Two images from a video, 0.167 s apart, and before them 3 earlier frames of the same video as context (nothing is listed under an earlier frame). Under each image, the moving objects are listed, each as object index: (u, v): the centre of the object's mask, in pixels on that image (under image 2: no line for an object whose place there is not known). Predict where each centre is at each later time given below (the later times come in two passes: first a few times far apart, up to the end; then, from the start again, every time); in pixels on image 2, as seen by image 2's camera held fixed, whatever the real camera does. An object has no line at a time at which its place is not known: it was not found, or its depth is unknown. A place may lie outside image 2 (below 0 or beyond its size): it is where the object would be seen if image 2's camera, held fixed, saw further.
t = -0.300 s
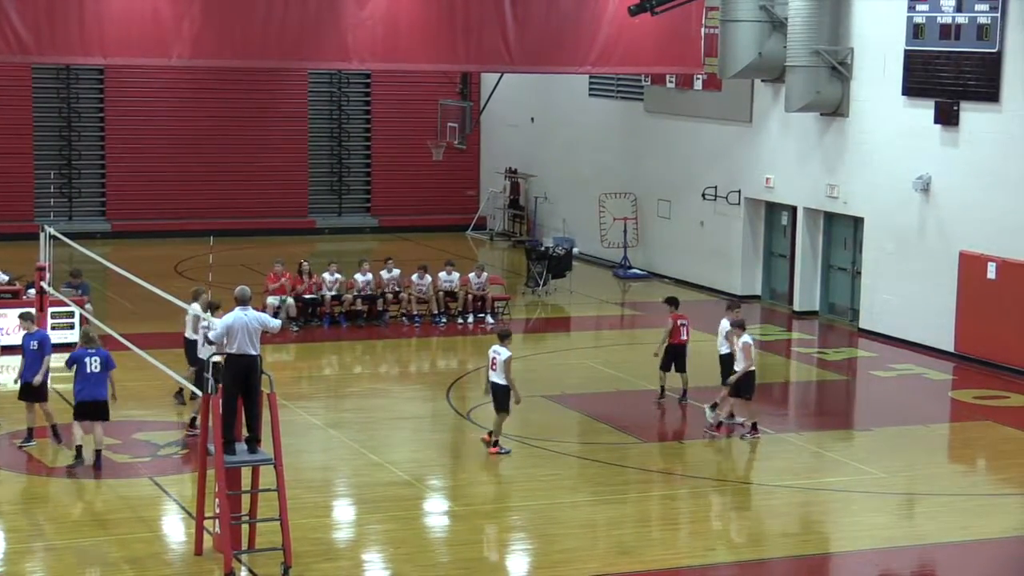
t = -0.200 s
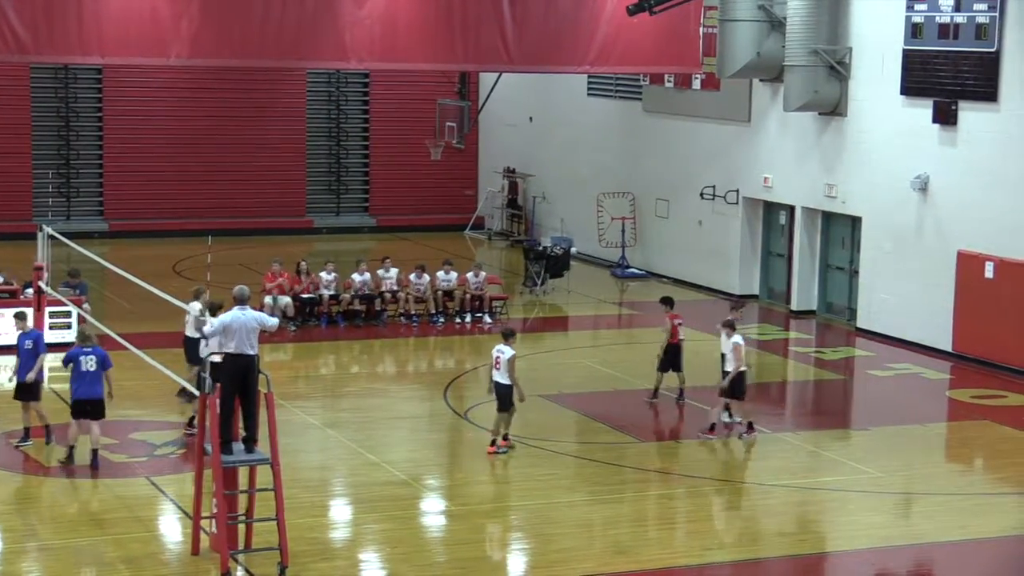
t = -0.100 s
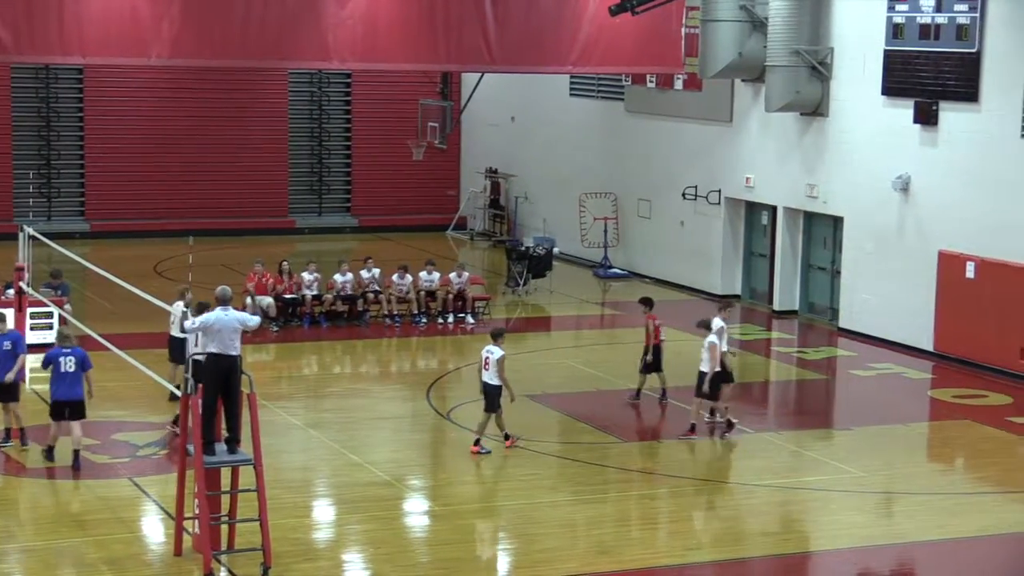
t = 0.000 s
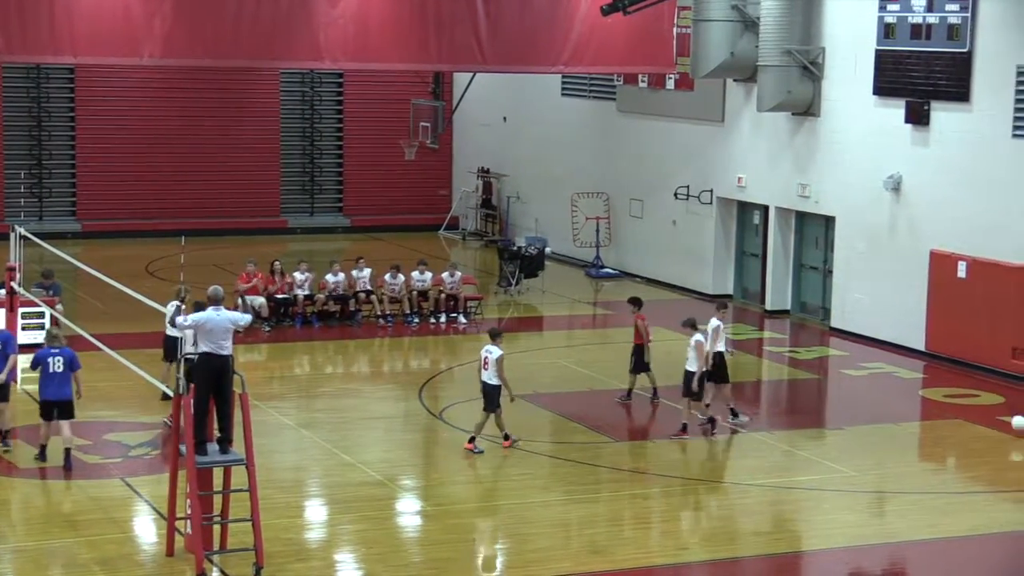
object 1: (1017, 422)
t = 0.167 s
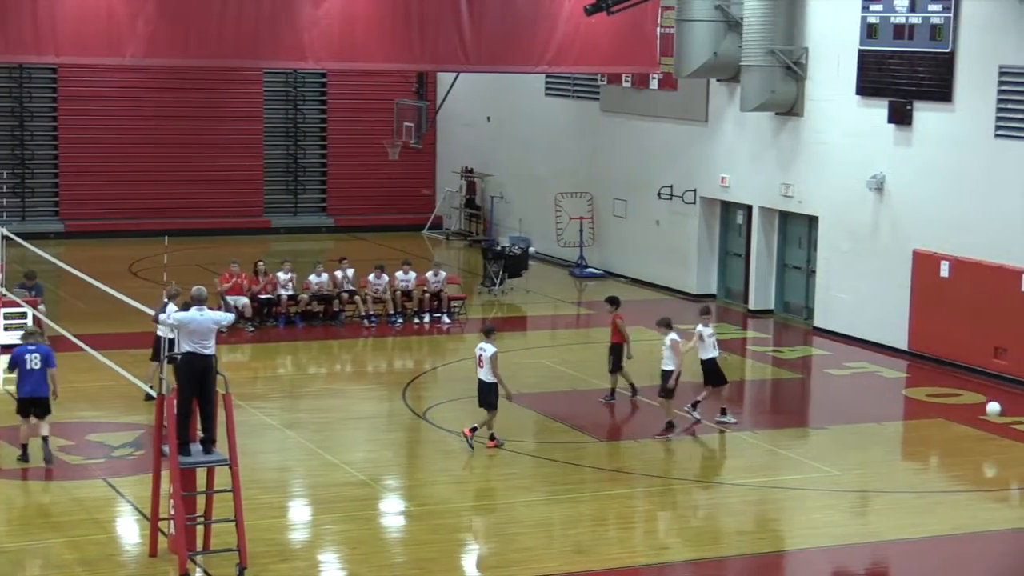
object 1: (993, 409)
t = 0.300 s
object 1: (986, 411)
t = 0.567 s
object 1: (971, 427)
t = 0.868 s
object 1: (954, 425)
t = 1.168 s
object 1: (937, 426)
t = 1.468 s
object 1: (921, 432)
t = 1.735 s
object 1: (906, 439)
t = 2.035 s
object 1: (889, 438)
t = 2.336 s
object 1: (874, 441)
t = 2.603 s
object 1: (860, 444)
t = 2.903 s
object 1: (845, 447)
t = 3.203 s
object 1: (830, 448)
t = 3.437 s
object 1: (818, 449)
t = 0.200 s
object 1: (991, 408)
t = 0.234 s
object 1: (989, 408)
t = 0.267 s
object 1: (988, 409)
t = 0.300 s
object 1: (986, 411)
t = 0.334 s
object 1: (984, 414)
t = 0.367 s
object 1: (983, 417)
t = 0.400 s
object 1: (980, 421)
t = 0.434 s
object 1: (978, 425)
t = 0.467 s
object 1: (976, 430)
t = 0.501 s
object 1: (975, 435)
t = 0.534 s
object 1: (973, 430)
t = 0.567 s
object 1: (971, 427)
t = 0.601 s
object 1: (969, 424)
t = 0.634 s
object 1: (967, 421)
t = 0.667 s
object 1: (965, 420)
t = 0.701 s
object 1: (964, 419)
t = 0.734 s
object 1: (962, 419)
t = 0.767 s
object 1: (960, 419)
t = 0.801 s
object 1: (958, 421)
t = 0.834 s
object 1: (956, 423)
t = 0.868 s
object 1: (954, 425)
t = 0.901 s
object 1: (952, 429)
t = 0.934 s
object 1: (950, 433)
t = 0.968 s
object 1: (948, 438)
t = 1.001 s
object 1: (946, 433)
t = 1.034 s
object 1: (944, 430)
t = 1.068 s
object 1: (943, 428)
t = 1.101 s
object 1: (941, 427)
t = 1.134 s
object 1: (939, 426)
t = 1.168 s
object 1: (937, 426)
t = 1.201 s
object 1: (935, 427)
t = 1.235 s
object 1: (933, 427)
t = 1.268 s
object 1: (931, 430)
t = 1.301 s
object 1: (930, 433)
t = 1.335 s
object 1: (927, 437)
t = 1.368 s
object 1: (926, 439)
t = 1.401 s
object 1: (924, 436)
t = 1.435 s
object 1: (923, 434)
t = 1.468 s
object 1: (921, 432)
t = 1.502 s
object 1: (919, 431)
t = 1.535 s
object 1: (917, 432)
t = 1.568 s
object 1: (915, 432)
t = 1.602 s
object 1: (914, 433)
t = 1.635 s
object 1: (911, 436)
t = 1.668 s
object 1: (910, 439)
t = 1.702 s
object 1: (908, 441)
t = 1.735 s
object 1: (906, 439)
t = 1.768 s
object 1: (904, 437)
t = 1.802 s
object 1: (902, 436)
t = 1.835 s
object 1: (901, 435)
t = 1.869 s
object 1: (899, 436)
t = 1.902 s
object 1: (897, 438)
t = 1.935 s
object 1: (895, 440)
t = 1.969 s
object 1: (892, 442)
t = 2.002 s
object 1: (892, 440)
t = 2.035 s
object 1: (889, 438)
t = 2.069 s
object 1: (888, 438)
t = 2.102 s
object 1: (886, 438)
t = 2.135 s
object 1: (885, 439)
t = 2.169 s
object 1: (883, 441)
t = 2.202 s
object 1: (880, 443)
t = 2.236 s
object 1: (879, 441)
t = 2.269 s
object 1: (878, 441)
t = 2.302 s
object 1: (876, 441)
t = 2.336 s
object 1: (874, 441)
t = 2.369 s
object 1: (872, 442)
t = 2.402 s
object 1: (870, 445)
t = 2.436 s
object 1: (869, 444)
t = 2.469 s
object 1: (867, 442)
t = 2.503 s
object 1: (865, 443)
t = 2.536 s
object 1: (863, 443)
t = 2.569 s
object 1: (862, 444)
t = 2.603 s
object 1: (860, 444)
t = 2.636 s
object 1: (858, 444)
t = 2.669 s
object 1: (857, 444)
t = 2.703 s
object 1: (855, 444)
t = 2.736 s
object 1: (853, 446)
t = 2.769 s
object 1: (851, 445)
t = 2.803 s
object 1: (850, 446)
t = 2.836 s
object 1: (848, 446)
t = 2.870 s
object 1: (846, 447)
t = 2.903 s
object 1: (845, 447)
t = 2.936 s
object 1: (843, 446)
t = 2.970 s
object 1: (842, 447)
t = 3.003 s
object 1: (840, 447)
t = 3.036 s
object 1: (838, 447)
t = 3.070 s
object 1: (836, 448)
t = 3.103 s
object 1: (835, 448)
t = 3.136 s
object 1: (833, 448)
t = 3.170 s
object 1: (831, 448)
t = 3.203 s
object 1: (830, 448)
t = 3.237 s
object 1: (828, 449)
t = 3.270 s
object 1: (826, 449)
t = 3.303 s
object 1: (825, 449)
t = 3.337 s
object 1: (823, 449)
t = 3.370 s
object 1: (822, 449)
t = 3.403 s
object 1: (820, 449)
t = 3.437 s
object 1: (818, 449)
